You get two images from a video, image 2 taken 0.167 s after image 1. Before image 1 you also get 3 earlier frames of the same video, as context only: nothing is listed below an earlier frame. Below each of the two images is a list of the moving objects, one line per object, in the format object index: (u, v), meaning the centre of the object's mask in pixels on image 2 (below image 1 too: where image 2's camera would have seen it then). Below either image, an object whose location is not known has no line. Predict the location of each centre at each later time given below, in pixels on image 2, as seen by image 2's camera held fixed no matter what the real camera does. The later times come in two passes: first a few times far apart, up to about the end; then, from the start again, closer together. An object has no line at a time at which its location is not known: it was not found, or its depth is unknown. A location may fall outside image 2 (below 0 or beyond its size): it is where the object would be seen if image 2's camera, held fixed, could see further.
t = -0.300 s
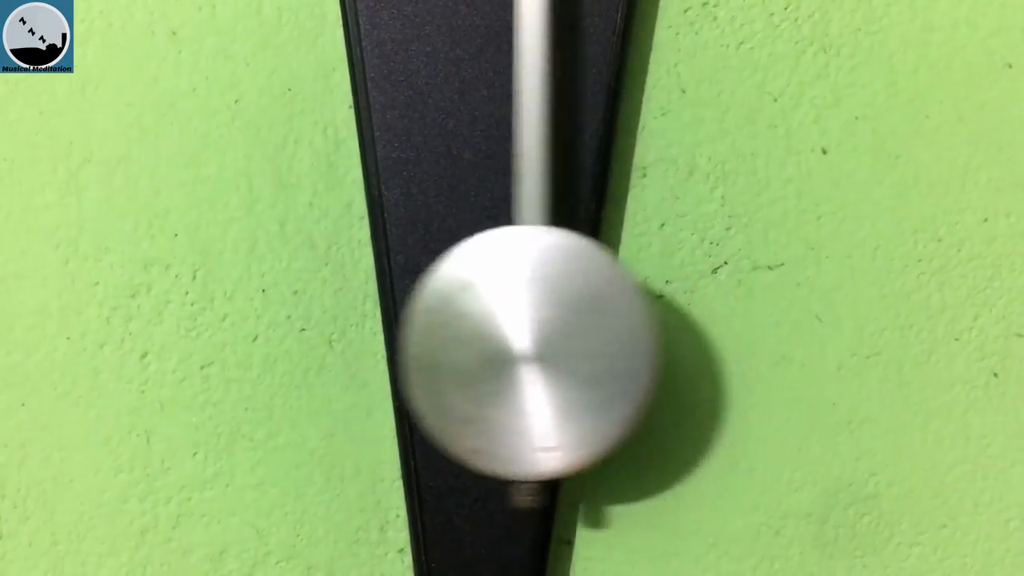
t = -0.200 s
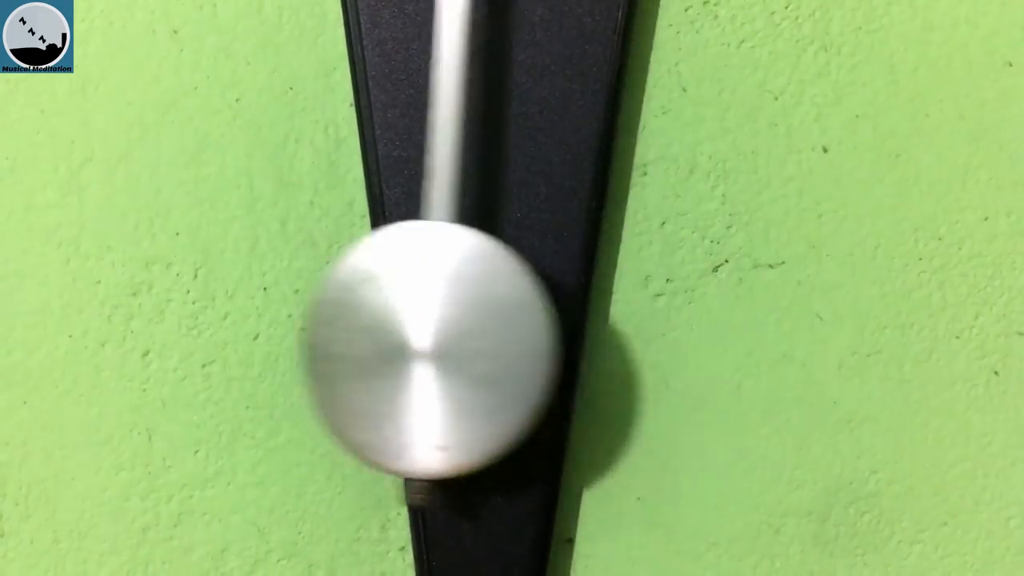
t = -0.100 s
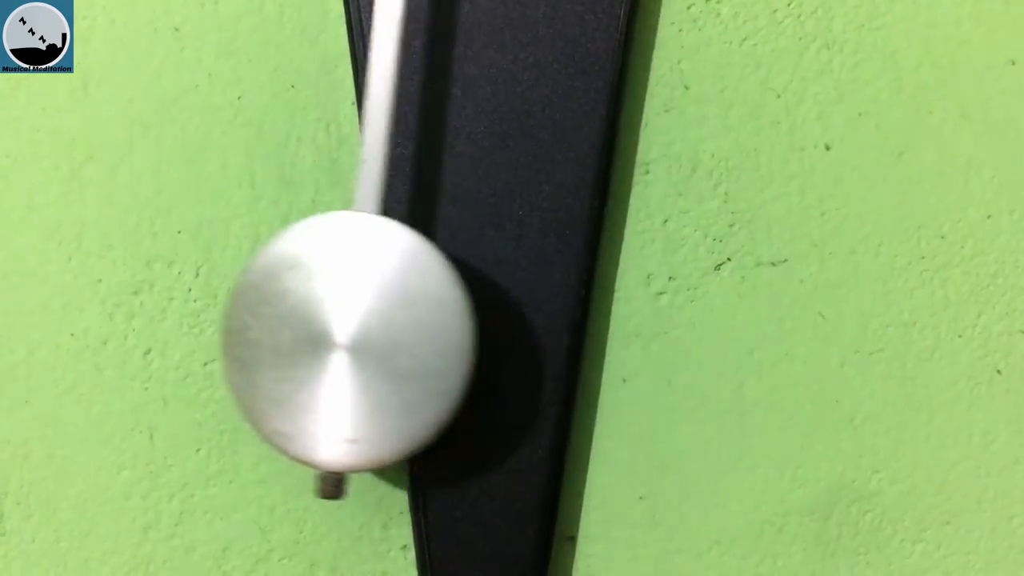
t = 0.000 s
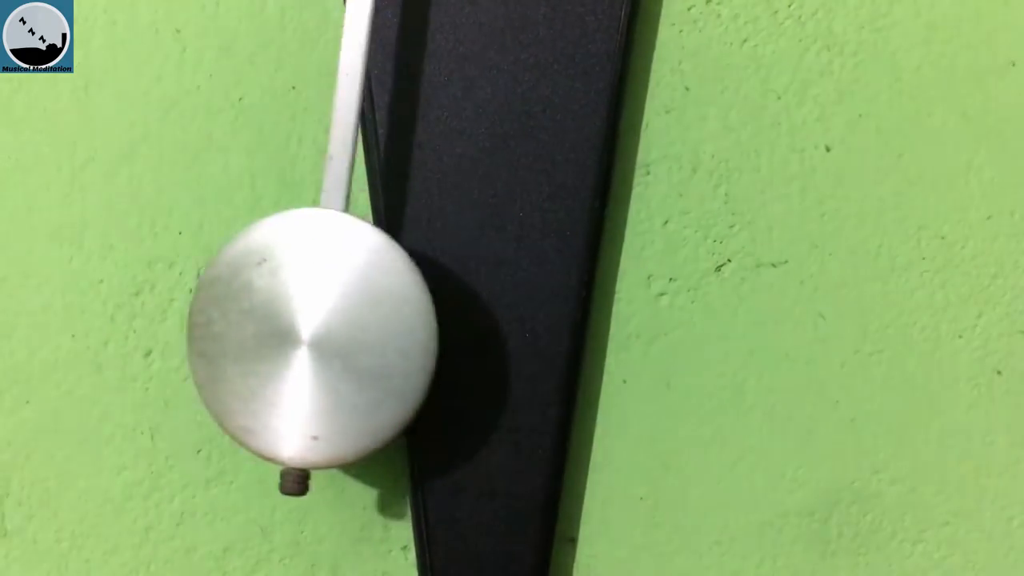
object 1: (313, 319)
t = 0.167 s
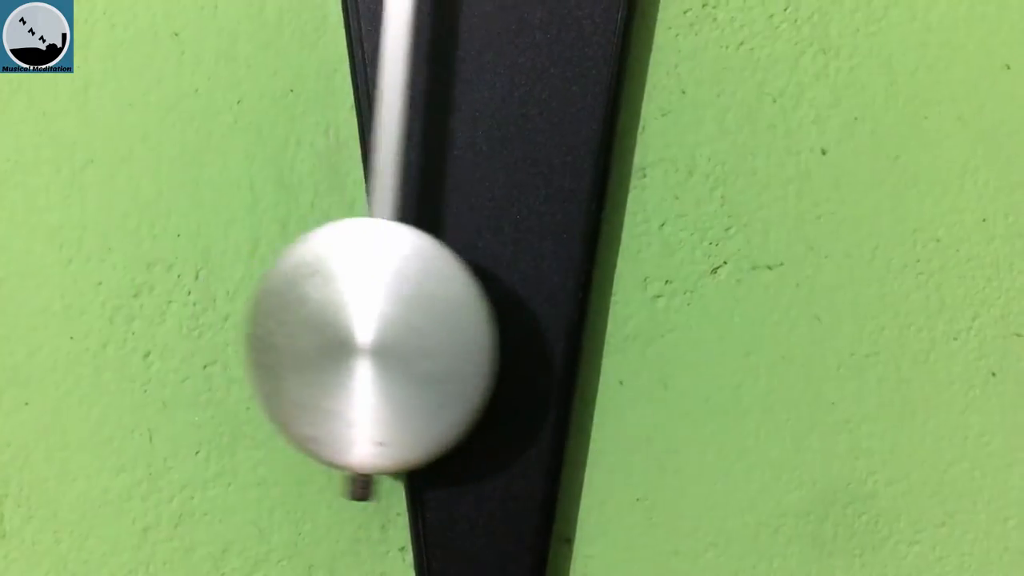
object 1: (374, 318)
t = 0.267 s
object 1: (463, 317)
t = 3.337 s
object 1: (438, 320)
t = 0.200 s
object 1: (401, 316)
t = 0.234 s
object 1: (432, 317)
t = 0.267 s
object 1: (463, 317)
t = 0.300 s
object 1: (496, 318)
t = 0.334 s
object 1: (527, 318)
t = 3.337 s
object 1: (438, 320)
